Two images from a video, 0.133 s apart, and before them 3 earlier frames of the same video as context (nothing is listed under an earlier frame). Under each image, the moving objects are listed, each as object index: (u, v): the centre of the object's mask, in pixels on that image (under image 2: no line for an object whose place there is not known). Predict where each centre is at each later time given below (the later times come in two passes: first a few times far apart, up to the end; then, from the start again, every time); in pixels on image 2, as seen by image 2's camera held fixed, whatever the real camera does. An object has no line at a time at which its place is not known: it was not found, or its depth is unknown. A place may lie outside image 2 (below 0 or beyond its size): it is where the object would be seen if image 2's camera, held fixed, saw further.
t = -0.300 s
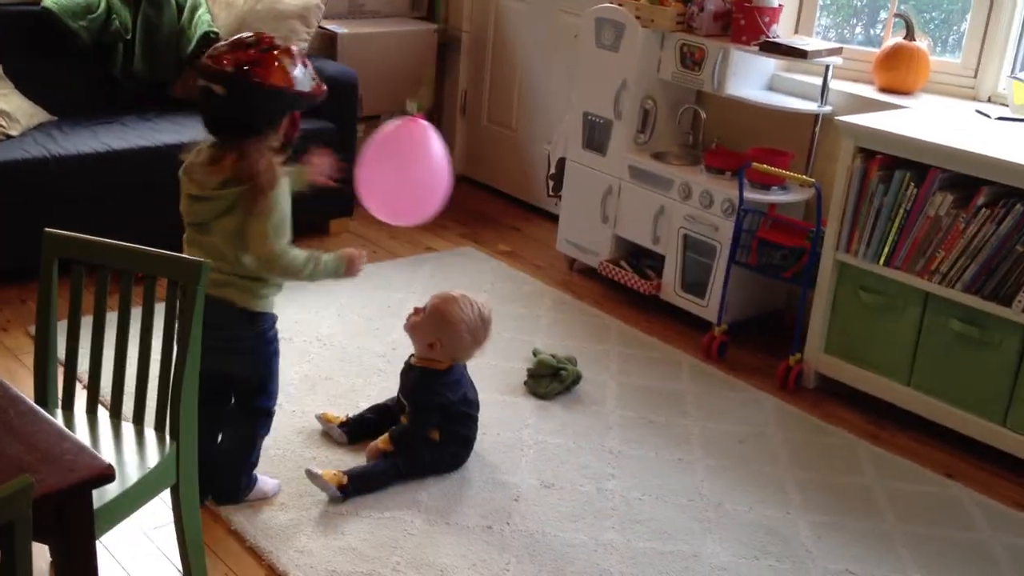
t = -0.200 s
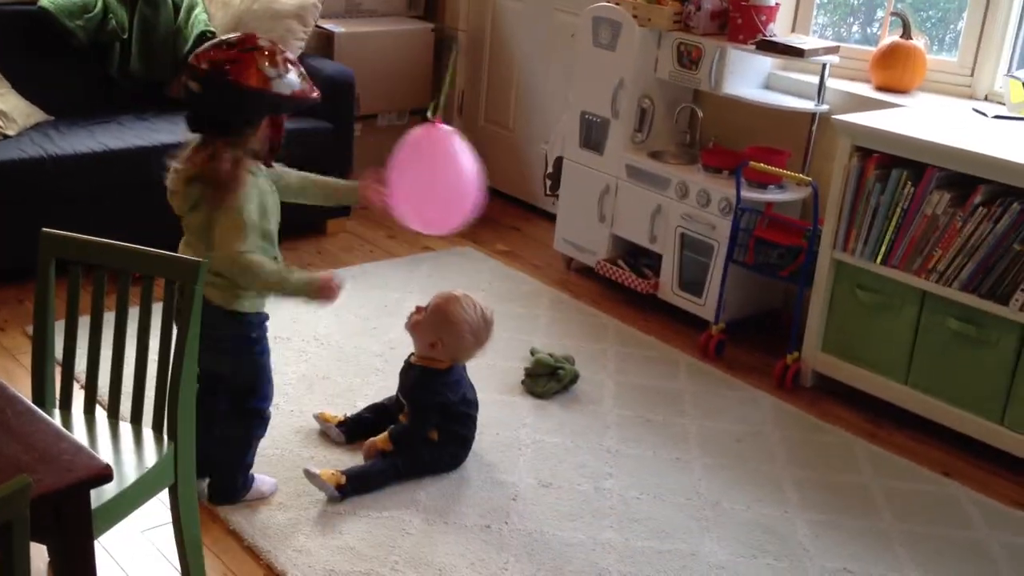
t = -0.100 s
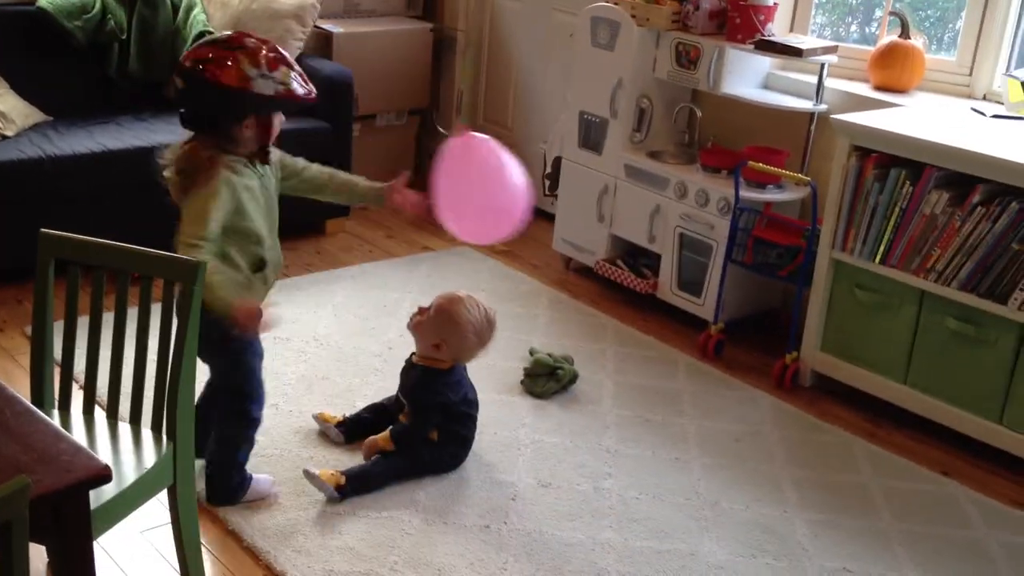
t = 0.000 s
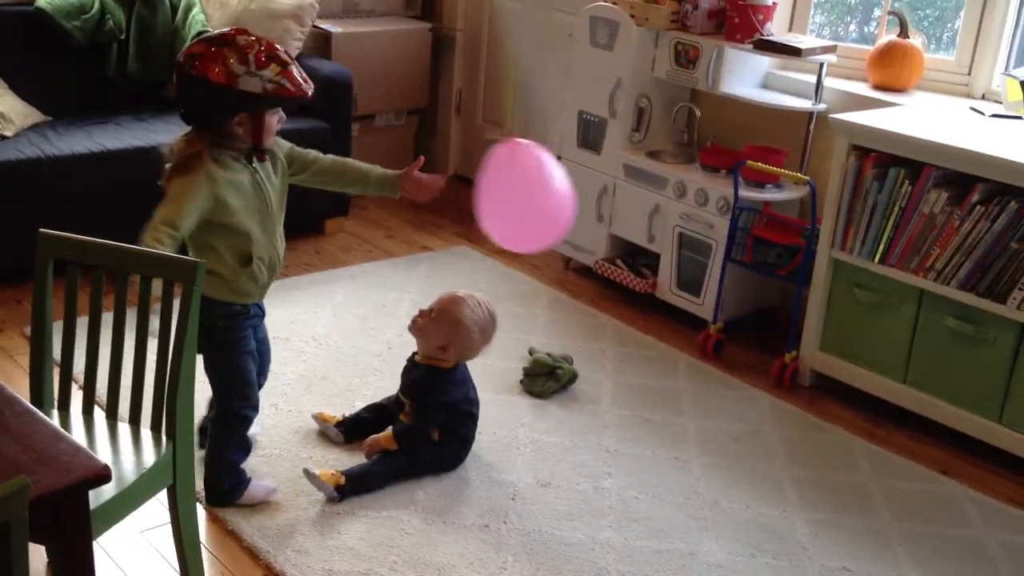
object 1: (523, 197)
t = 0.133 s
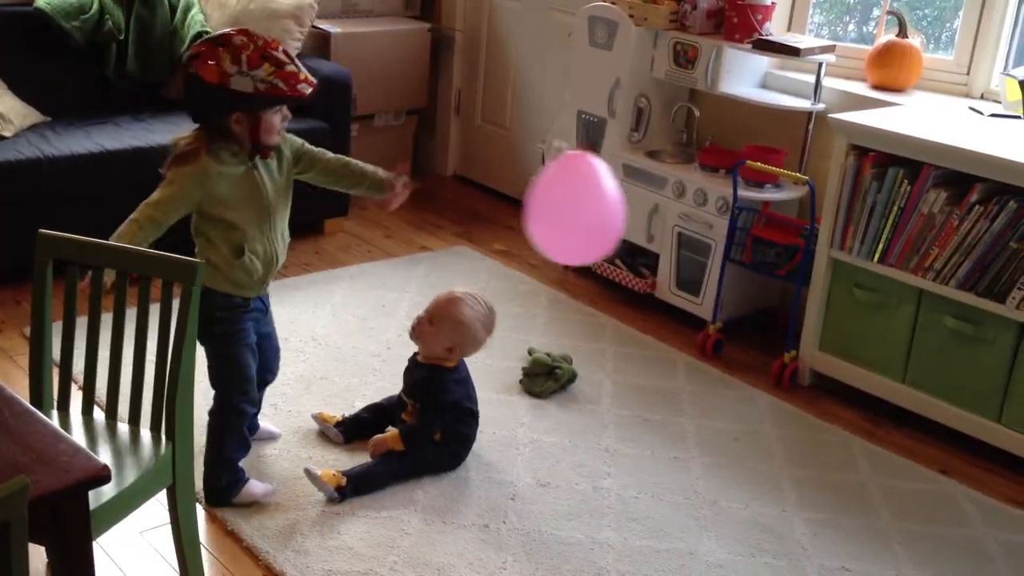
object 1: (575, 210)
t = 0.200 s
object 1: (598, 210)
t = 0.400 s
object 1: (653, 211)
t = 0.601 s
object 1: (688, 209)
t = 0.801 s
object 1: (705, 208)
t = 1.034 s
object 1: (707, 207)
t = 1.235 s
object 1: (694, 207)
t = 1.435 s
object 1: (672, 207)
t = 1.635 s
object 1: (643, 207)
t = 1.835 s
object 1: (608, 206)
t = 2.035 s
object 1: (569, 202)
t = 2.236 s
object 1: (533, 198)
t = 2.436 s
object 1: (499, 192)
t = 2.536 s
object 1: (483, 188)
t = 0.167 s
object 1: (587, 210)
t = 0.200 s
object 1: (598, 210)
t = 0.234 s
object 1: (609, 210)
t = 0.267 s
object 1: (619, 209)
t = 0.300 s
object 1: (628, 211)
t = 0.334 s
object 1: (637, 212)
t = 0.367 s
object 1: (645, 212)
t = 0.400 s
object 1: (653, 211)
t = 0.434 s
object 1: (660, 211)
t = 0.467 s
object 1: (667, 210)
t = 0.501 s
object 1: (673, 209)
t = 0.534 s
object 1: (679, 209)
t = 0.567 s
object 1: (684, 209)
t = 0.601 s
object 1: (688, 209)
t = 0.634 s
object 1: (693, 209)
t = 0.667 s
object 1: (696, 208)
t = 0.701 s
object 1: (699, 208)
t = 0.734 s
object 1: (701, 208)
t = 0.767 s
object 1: (704, 208)
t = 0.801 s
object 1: (705, 208)
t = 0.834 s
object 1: (706, 208)
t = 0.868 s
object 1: (707, 207)
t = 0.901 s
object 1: (708, 207)
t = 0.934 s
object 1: (708, 207)
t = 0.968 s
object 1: (708, 207)
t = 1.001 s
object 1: (707, 207)
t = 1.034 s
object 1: (707, 207)
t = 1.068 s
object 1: (705, 207)
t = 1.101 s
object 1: (704, 207)
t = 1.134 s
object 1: (702, 207)
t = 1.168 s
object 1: (700, 207)
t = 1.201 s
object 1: (697, 207)
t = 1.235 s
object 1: (694, 207)
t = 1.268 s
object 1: (691, 207)
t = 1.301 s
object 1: (688, 207)
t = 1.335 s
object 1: (684, 208)
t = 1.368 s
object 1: (681, 208)
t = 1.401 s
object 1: (677, 207)
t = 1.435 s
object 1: (672, 207)
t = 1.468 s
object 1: (668, 207)
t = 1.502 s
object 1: (663, 207)
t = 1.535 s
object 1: (658, 207)
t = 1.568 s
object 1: (653, 207)
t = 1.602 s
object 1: (648, 207)
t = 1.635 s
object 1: (643, 207)
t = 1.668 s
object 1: (637, 207)
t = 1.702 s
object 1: (632, 207)
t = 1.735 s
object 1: (626, 207)
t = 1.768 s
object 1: (620, 206)
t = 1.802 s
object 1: (614, 206)
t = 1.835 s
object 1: (608, 206)
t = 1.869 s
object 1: (601, 205)
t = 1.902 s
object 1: (595, 205)
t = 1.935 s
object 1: (589, 205)
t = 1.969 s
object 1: (582, 204)
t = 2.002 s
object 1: (576, 204)
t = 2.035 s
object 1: (569, 202)
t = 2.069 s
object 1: (563, 202)
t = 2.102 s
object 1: (557, 201)
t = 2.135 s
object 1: (550, 200)
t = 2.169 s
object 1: (544, 199)
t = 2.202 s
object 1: (538, 199)
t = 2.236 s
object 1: (533, 198)
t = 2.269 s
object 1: (527, 197)
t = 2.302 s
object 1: (521, 195)
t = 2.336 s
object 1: (515, 194)
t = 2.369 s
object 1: (510, 193)
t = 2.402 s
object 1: (504, 193)
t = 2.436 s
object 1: (499, 192)
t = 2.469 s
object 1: (493, 190)
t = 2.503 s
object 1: (488, 189)
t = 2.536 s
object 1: (483, 188)
